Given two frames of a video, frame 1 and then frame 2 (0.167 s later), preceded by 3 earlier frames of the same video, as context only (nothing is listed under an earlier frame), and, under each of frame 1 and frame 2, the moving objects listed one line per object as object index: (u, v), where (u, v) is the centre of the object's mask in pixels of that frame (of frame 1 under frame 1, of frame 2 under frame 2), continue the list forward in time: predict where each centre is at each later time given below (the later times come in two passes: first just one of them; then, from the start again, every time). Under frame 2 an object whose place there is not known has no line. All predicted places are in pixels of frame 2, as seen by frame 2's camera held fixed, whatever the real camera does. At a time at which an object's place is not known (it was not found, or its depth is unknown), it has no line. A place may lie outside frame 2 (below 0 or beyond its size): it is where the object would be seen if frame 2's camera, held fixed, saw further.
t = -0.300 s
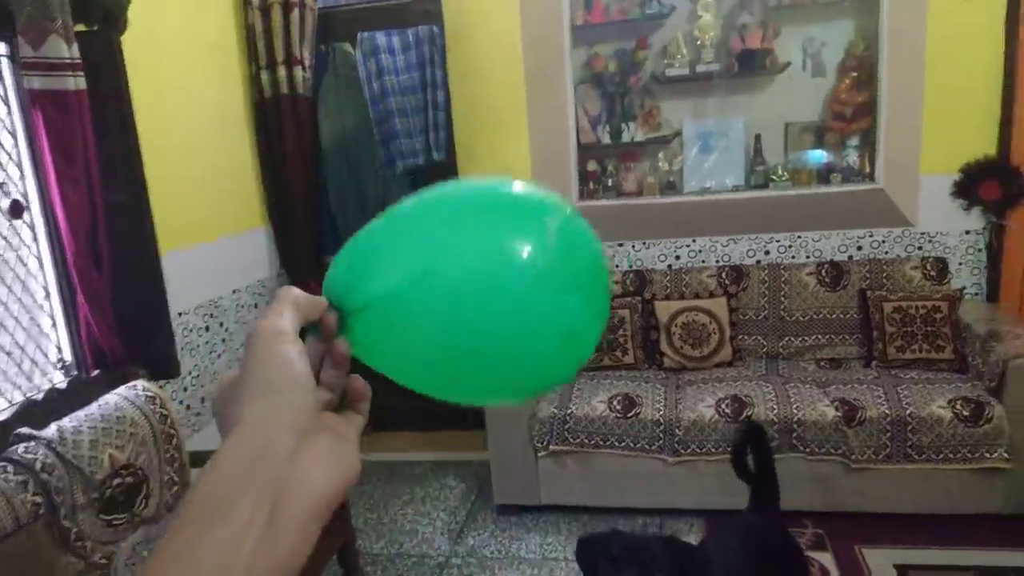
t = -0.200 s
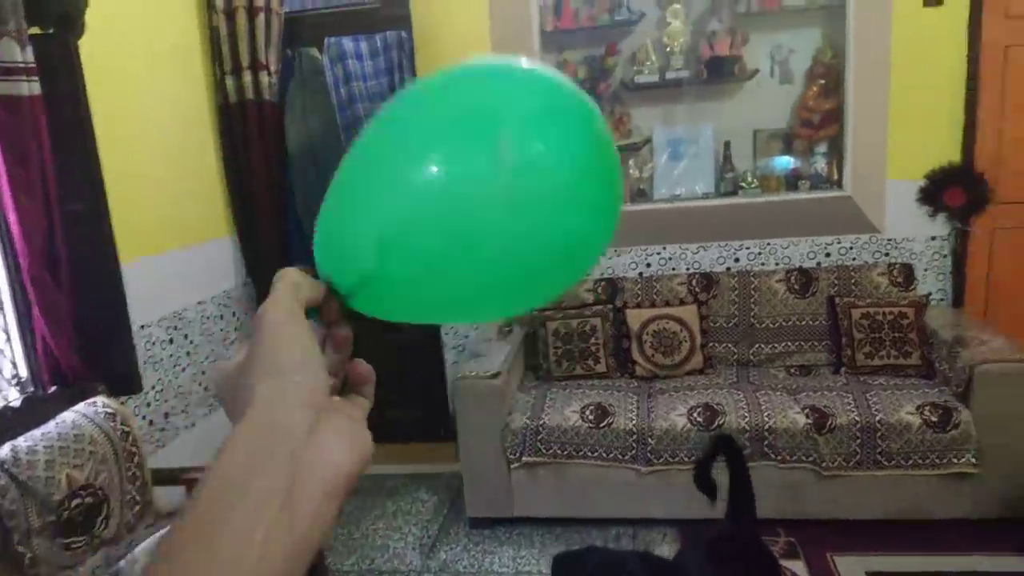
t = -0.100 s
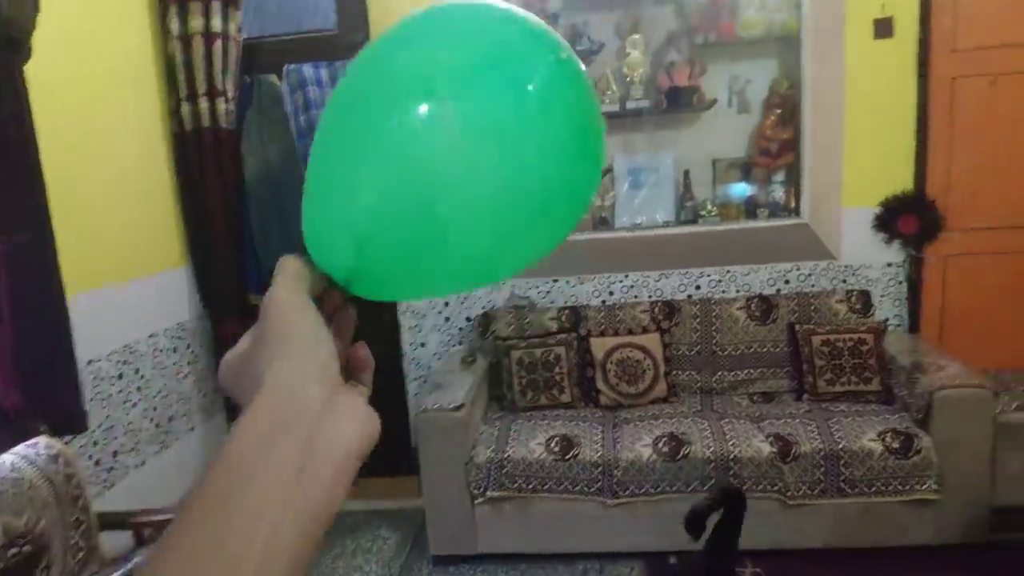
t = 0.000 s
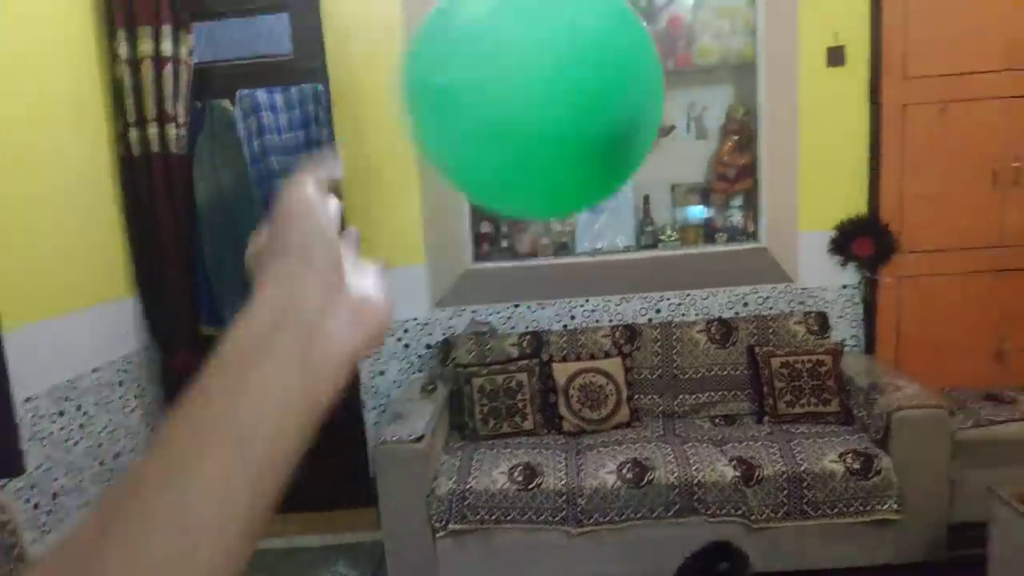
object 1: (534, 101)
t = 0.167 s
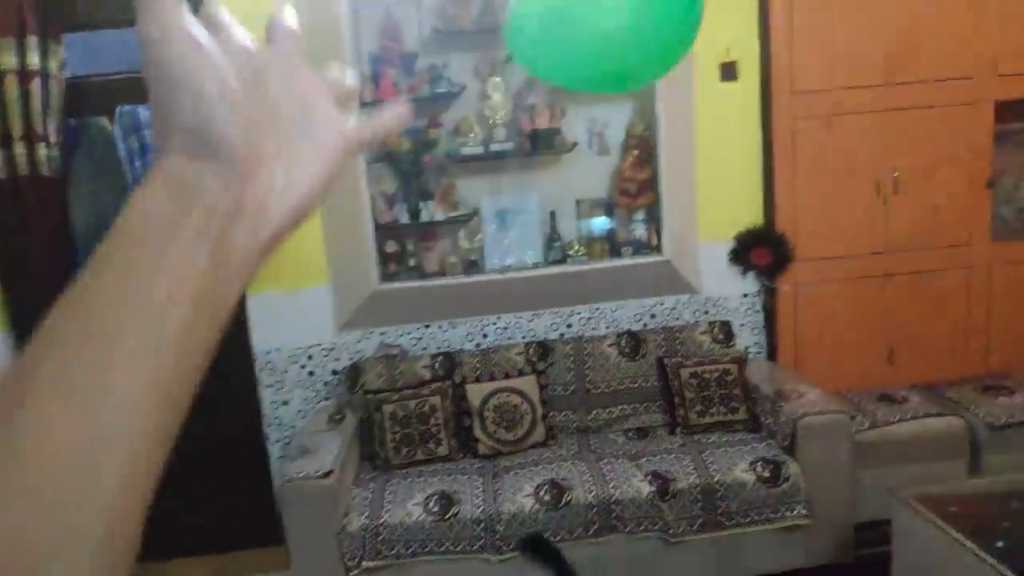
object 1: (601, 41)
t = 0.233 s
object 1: (639, 36)
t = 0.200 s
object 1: (629, 33)
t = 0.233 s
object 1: (639, 36)
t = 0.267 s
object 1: (657, 29)
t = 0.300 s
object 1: (676, 26)
